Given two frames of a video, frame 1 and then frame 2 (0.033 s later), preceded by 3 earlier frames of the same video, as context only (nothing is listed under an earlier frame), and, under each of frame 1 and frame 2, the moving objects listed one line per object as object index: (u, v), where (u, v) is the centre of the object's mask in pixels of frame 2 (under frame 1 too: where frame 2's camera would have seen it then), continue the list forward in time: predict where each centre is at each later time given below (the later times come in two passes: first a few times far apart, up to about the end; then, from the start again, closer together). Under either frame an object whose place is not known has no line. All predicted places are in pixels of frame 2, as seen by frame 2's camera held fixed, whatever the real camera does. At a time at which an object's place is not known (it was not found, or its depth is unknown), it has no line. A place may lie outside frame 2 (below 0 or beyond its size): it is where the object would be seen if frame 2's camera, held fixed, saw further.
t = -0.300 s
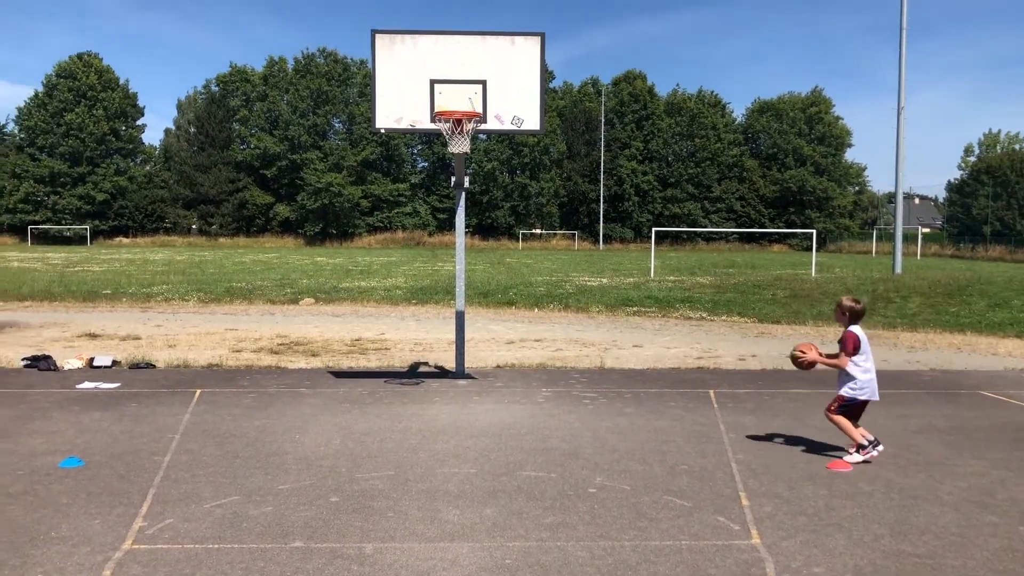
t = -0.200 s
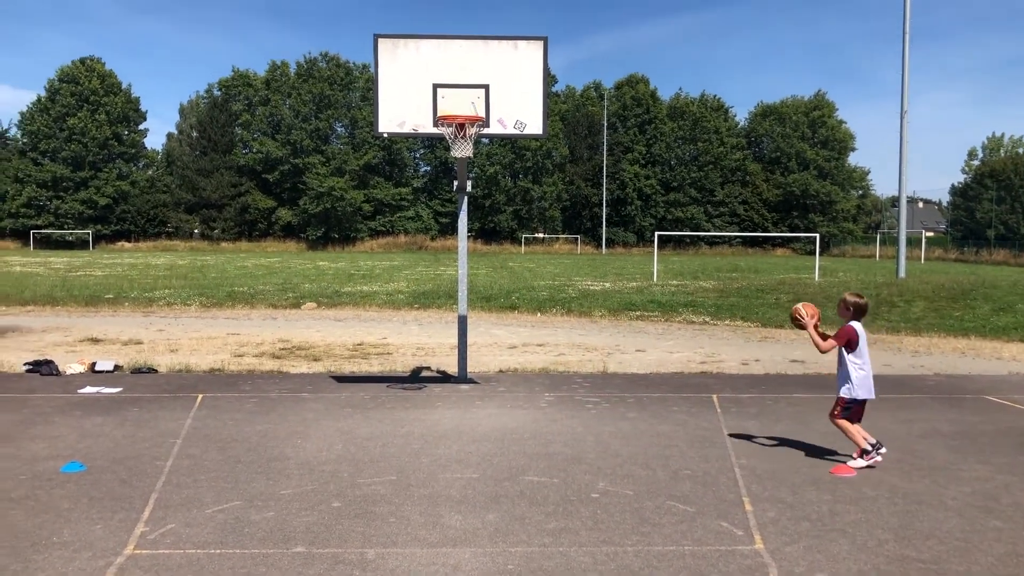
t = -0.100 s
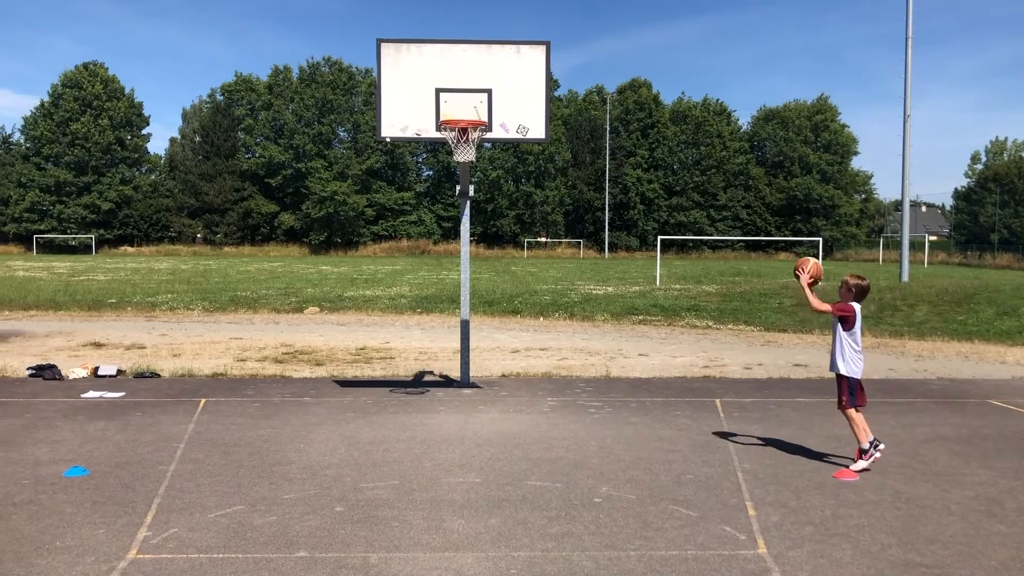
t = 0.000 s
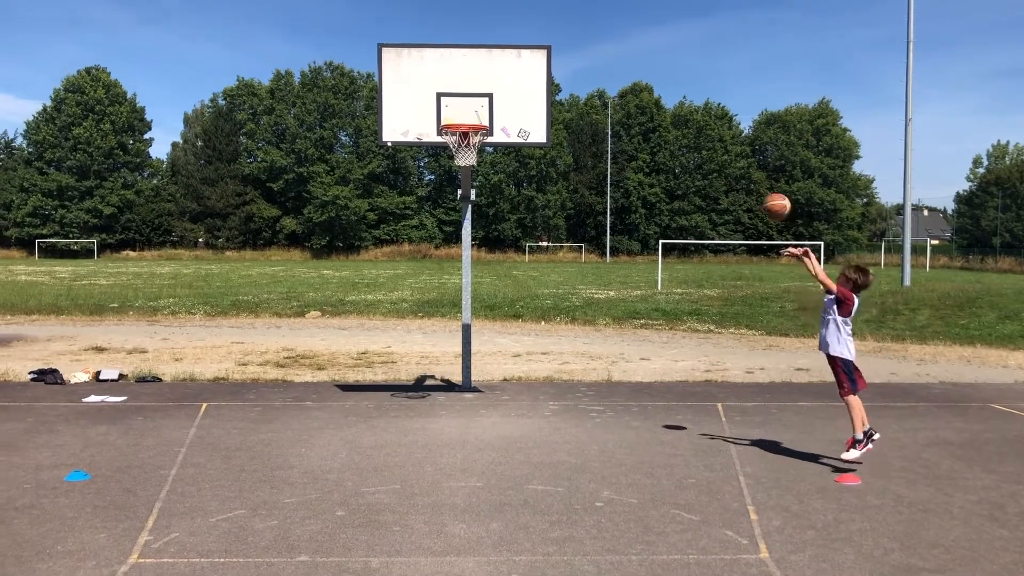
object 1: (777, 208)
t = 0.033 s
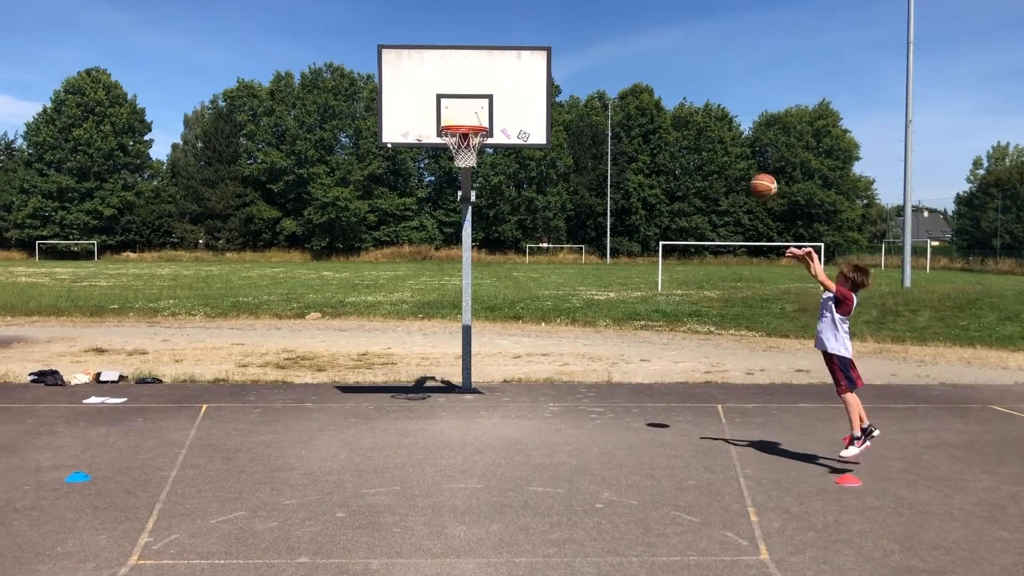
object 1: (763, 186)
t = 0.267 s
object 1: (676, 83)
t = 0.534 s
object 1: (585, 42)
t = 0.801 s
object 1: (503, 77)
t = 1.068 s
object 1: (469, 138)
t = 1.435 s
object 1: (461, 170)
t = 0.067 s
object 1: (750, 167)
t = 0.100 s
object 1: (738, 148)
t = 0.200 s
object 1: (700, 104)
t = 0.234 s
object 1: (688, 93)
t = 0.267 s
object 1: (676, 83)
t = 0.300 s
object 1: (664, 73)
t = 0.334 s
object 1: (652, 65)
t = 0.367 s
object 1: (641, 58)
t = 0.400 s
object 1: (629, 53)
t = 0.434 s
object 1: (618, 49)
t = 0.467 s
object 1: (606, 45)
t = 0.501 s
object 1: (595, 43)
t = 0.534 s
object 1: (585, 42)
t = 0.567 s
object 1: (574, 43)
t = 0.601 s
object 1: (564, 44)
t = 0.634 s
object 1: (553, 47)
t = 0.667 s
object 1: (543, 51)
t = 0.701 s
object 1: (532, 56)
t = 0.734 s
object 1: (522, 62)
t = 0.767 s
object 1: (512, 69)
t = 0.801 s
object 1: (503, 77)
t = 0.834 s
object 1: (493, 86)
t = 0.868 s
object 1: (483, 96)
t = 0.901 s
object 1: (474, 107)
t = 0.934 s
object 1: (464, 116)
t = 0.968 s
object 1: (461, 130)
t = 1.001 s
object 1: (462, 138)
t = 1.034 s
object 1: (465, 139)
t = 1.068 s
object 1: (469, 138)
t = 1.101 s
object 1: (470, 138)
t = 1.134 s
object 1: (470, 138)
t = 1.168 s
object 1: (468, 139)
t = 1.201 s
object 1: (470, 143)
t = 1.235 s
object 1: (470, 144)
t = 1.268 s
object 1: (470, 145)
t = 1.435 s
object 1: (461, 170)
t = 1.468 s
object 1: (458, 171)
